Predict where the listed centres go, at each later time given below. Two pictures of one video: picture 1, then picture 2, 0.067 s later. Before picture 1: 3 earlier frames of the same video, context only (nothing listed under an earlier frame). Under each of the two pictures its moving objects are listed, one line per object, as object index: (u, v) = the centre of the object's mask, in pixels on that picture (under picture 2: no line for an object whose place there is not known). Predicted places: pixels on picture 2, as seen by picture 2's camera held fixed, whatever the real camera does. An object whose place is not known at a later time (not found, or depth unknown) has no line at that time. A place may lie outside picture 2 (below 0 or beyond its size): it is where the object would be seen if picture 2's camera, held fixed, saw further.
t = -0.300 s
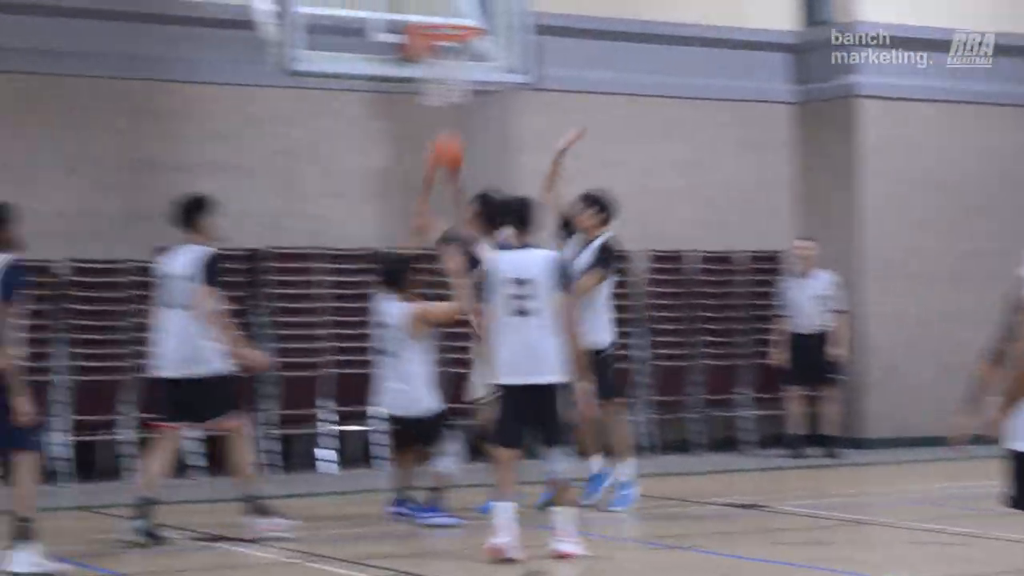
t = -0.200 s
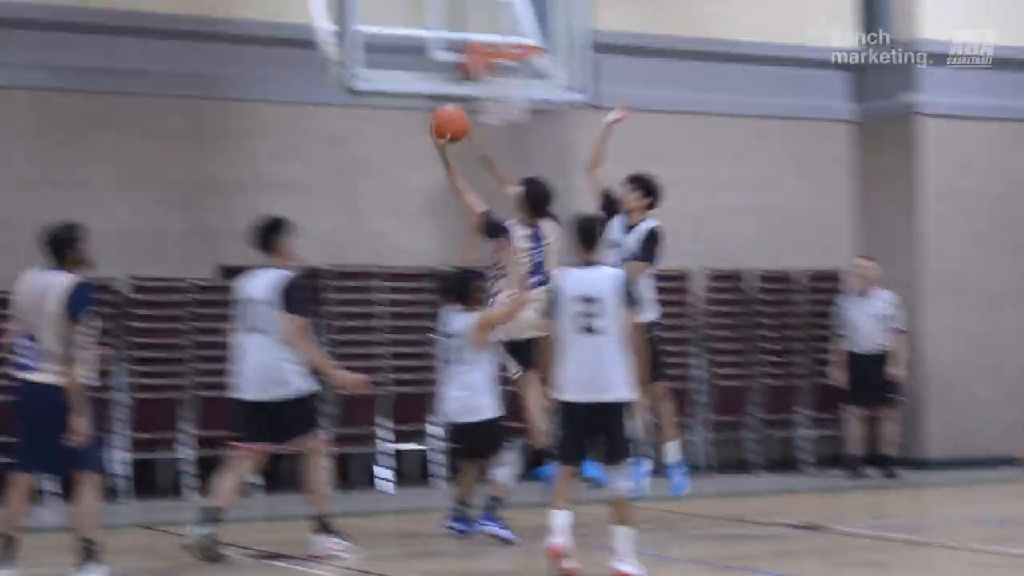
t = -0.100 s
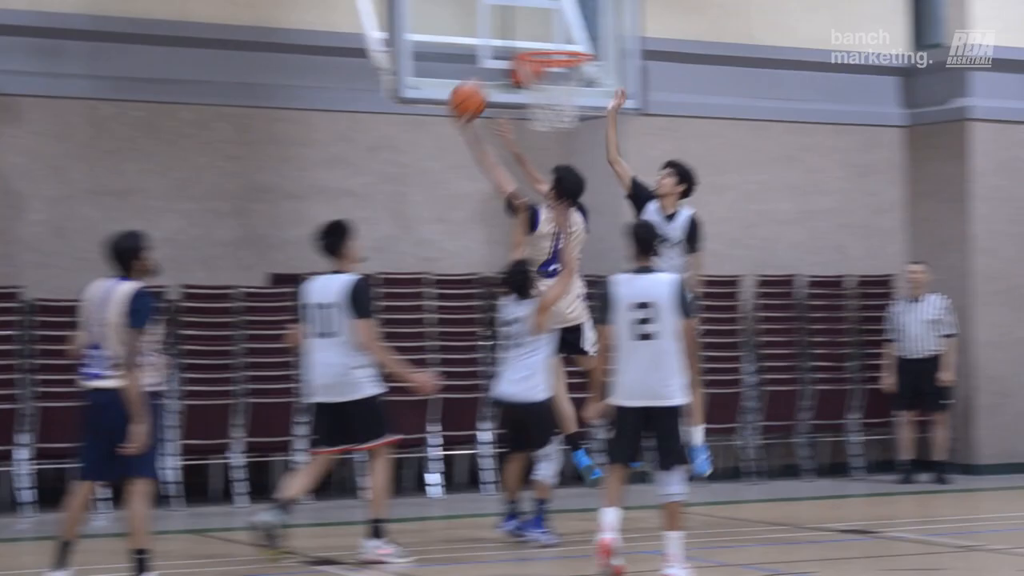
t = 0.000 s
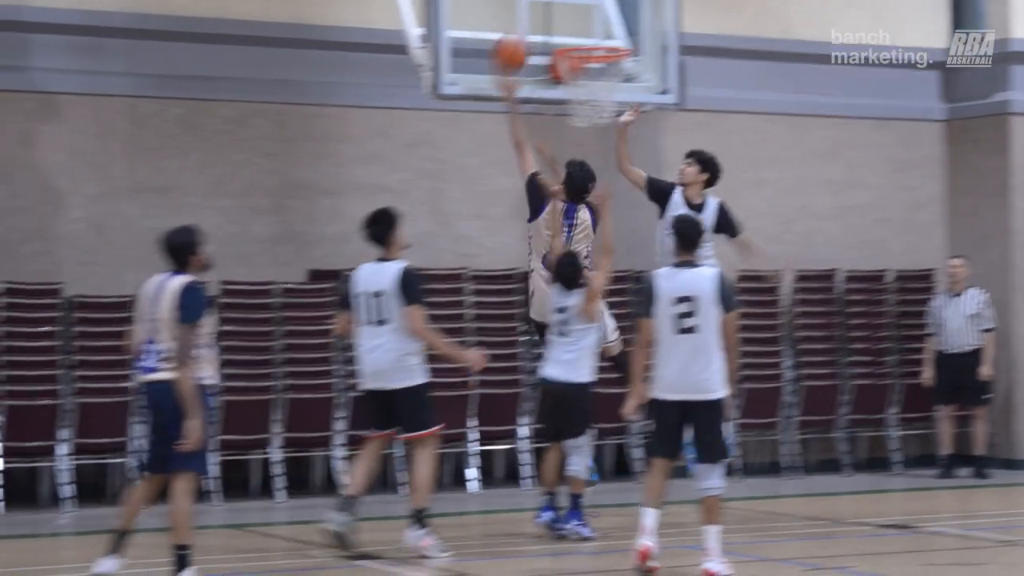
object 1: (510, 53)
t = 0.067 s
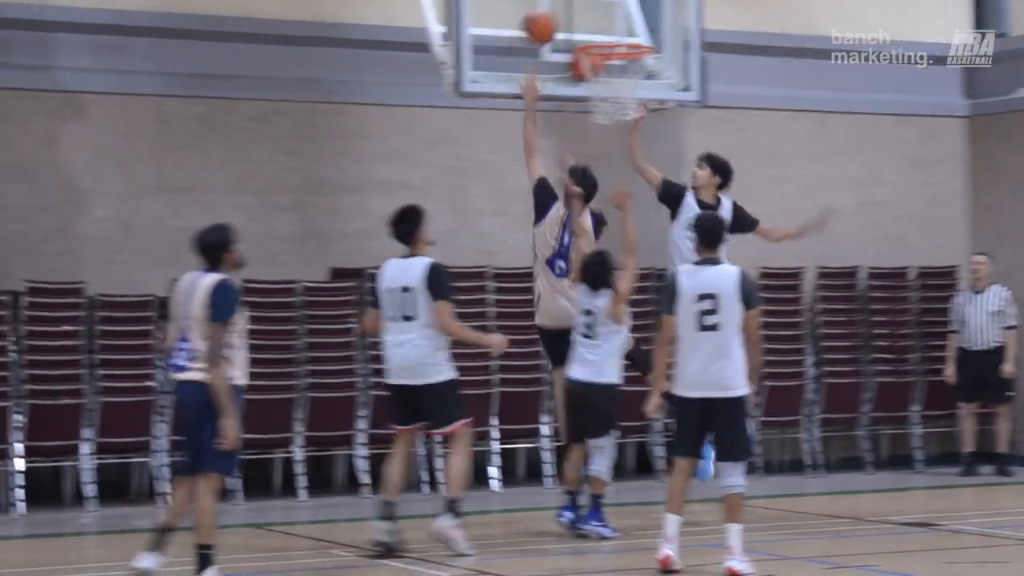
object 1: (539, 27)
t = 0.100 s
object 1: (543, 17)
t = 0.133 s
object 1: (546, 13)
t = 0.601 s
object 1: (638, 90)
